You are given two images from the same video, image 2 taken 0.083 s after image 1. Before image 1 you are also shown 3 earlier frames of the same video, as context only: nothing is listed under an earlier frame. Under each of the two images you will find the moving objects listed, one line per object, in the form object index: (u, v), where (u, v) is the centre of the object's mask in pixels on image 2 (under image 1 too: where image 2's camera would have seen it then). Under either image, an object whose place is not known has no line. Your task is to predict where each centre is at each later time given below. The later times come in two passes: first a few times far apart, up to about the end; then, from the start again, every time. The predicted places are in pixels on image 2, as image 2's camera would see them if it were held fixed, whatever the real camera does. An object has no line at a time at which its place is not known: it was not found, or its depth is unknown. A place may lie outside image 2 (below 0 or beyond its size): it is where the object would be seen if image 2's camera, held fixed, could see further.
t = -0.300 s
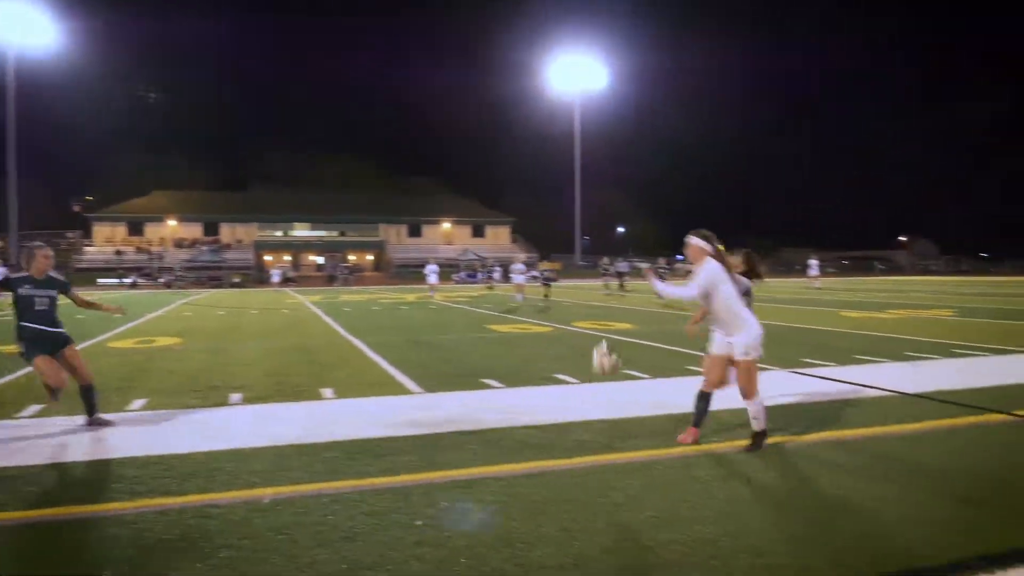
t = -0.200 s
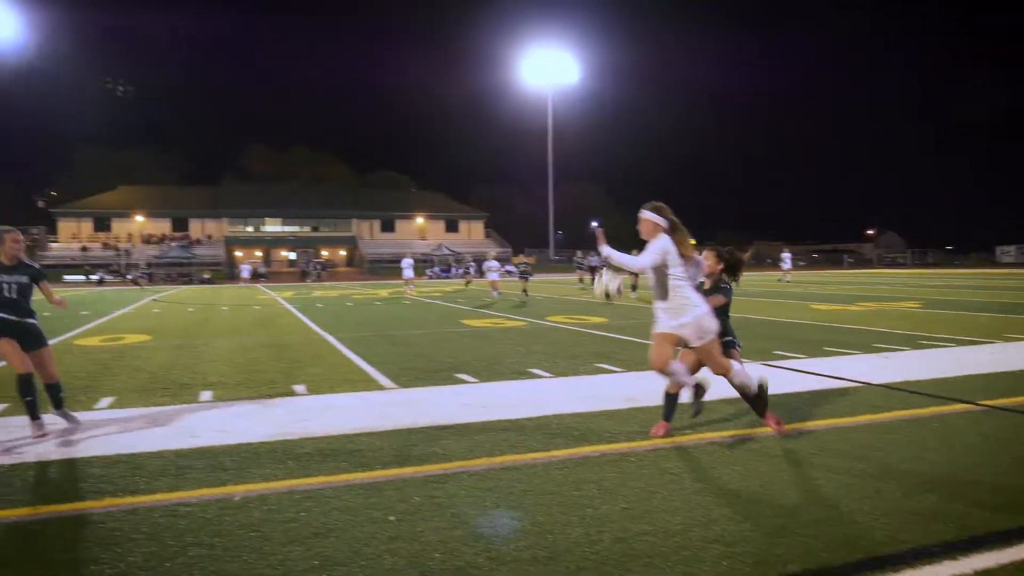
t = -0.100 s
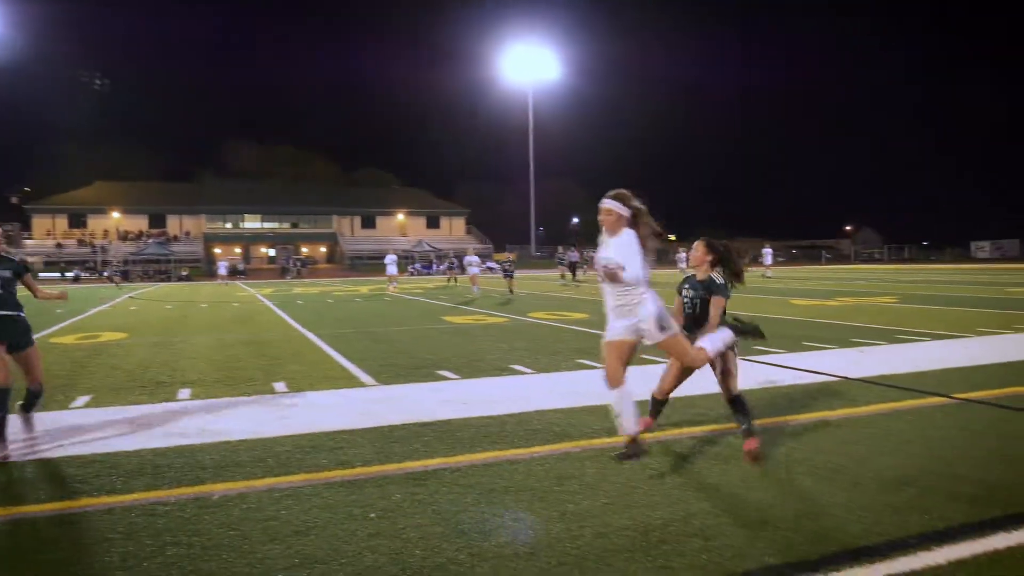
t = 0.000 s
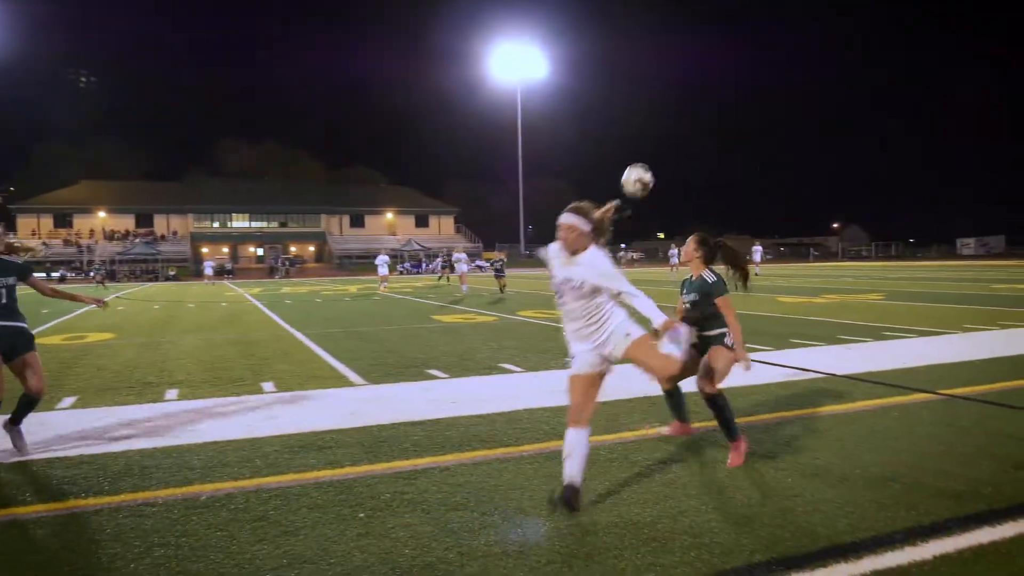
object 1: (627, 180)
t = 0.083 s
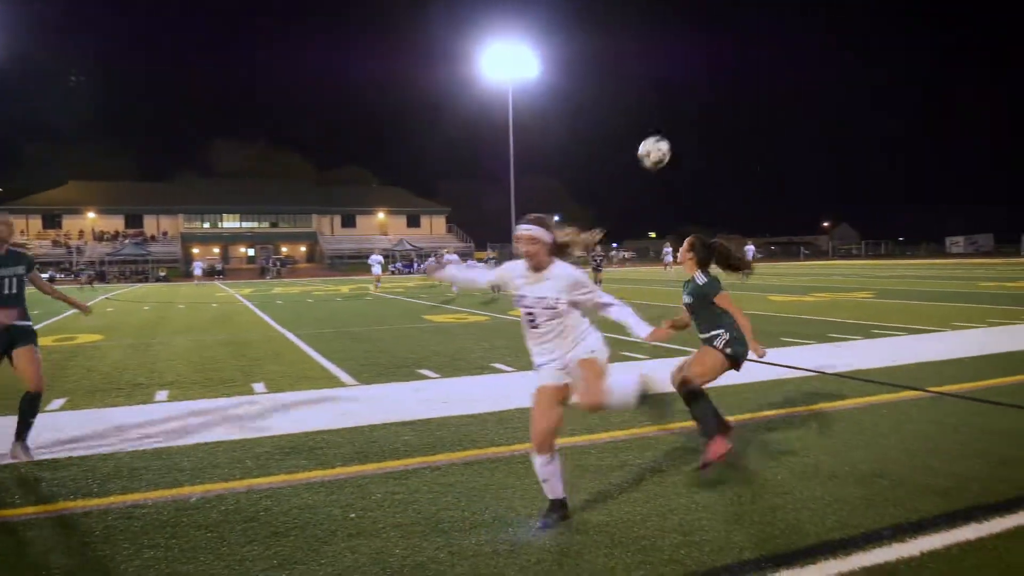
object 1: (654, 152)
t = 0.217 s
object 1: (696, 127)
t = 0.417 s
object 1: (764, 135)
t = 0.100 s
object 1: (659, 148)
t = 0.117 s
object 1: (665, 144)
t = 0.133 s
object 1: (670, 141)
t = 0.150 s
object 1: (675, 137)
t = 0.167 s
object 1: (680, 134)
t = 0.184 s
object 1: (685, 131)
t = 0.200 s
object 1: (691, 129)
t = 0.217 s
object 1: (696, 127)
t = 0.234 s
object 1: (701, 126)
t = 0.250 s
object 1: (707, 125)
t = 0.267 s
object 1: (713, 124)
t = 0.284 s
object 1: (718, 124)
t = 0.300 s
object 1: (724, 124)
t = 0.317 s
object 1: (729, 125)
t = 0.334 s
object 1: (735, 125)
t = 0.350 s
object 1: (740, 127)
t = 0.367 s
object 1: (745, 128)
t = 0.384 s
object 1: (752, 130)
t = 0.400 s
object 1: (758, 133)
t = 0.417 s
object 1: (764, 135)
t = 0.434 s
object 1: (769, 139)
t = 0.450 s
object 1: (775, 142)
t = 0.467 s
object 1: (780, 147)
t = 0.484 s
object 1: (788, 150)
